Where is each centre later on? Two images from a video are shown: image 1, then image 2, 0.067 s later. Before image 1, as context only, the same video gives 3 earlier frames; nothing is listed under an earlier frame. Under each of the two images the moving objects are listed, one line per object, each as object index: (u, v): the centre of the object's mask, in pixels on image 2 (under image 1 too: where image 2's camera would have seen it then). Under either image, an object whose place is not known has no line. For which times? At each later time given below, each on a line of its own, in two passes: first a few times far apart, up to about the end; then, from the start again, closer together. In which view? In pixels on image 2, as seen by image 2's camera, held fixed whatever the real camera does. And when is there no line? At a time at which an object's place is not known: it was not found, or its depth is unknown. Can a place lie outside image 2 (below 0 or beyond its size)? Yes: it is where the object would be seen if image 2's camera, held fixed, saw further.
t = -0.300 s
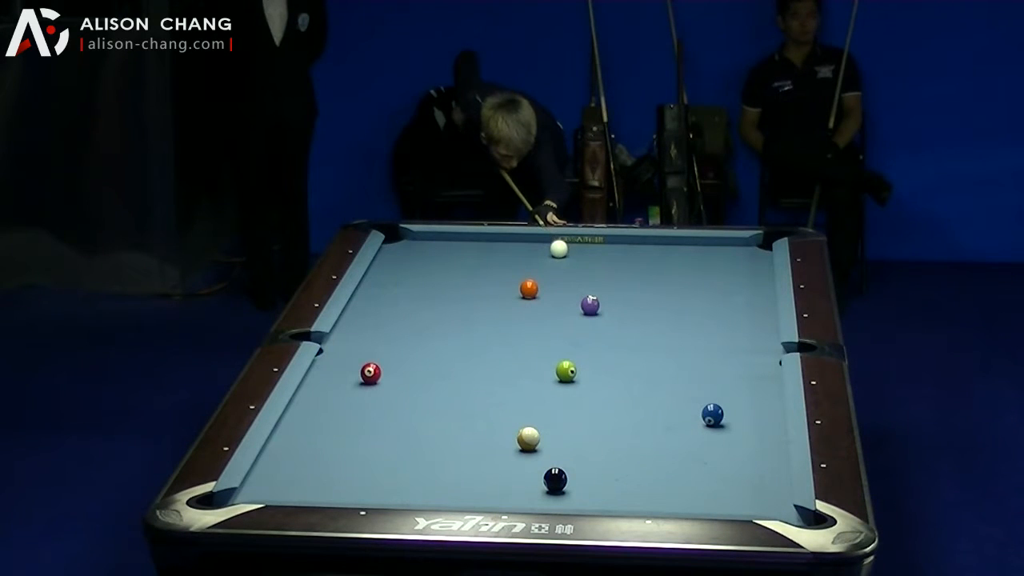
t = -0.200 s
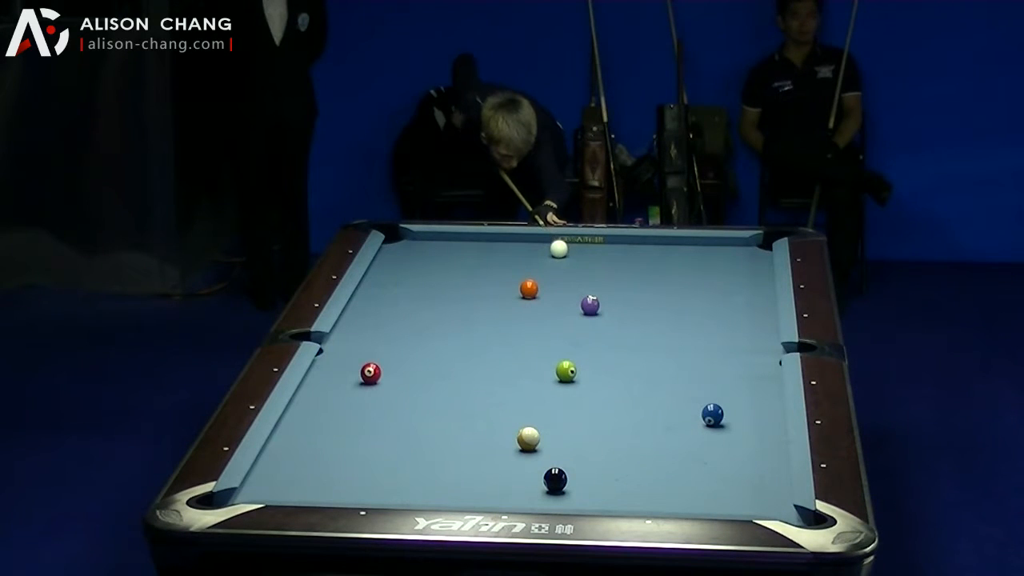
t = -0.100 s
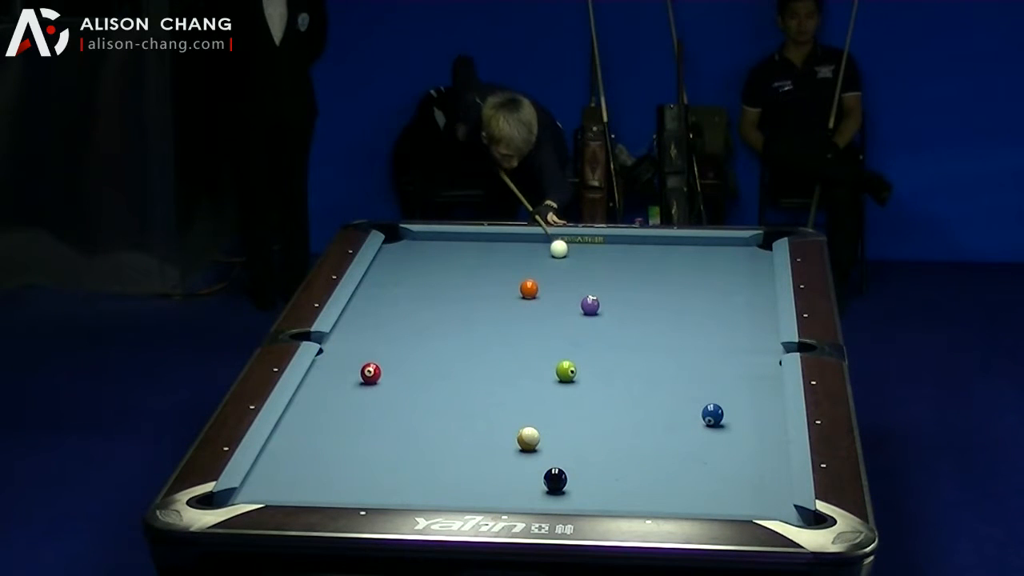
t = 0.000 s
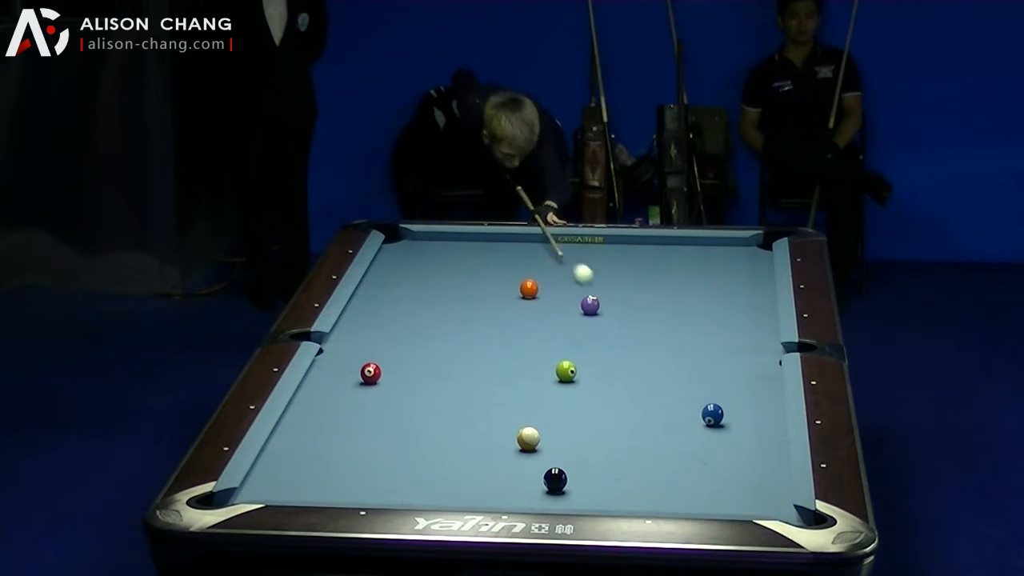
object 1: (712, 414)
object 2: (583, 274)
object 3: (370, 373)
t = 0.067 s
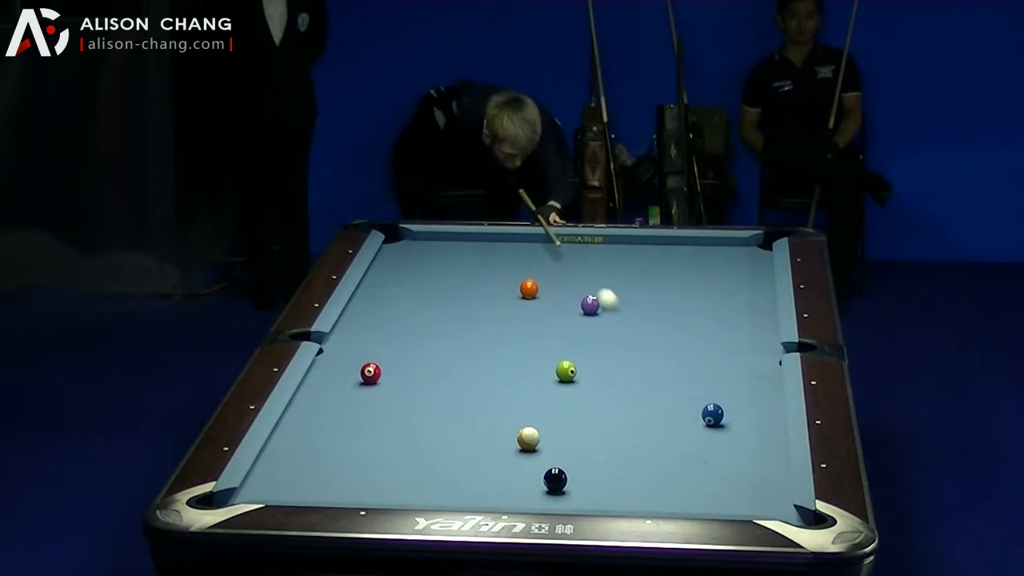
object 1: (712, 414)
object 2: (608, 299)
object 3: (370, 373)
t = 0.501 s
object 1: (778, 509)
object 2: (764, 414)
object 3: (370, 373)
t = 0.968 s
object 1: (590, 442)
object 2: (711, 449)
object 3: (370, 373)
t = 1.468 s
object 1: (432, 389)
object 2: (654, 500)
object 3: (370, 373)
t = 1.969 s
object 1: (385, 354)
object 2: (621, 485)
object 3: (341, 364)
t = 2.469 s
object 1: (372, 328)
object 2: (599, 458)
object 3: (407, 358)
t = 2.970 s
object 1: (361, 306)
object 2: (581, 436)
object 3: (464, 352)
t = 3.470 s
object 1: (371, 289)
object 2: (567, 418)
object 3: (515, 347)
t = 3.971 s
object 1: (389, 275)
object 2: (555, 404)
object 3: (558, 343)
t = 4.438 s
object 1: (402, 265)
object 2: (547, 392)
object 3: (593, 339)
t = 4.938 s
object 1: (414, 255)
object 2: (540, 383)
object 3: (623, 336)
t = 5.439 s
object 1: (424, 247)
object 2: (535, 376)
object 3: (648, 334)
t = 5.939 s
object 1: (433, 240)
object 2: (533, 372)
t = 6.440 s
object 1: (437, 237)
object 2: (531, 370)
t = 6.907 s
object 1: (437, 238)
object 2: (531, 369)
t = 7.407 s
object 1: (437, 238)
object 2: (531, 369)
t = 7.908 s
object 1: (437, 238)
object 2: (531, 369)
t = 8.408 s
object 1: (437, 238)
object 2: (531, 369)
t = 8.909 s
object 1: (437, 238)
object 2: (531, 369)
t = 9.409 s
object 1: (437, 238)
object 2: (531, 369)
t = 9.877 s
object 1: (437, 238)
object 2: (531, 369)
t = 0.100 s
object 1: (712, 414)
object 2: (620, 312)
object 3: (370, 373)
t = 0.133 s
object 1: (712, 414)
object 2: (633, 326)
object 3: (370, 373)
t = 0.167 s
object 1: (712, 414)
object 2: (647, 341)
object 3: (370, 373)
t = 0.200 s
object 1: (712, 414)
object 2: (661, 356)
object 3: (370, 373)
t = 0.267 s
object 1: (712, 414)
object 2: (692, 389)
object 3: (370, 373)
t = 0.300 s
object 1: (713, 416)
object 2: (707, 401)
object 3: (370, 373)
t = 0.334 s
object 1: (721, 432)
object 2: (718, 407)
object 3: (370, 373)
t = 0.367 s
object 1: (729, 451)
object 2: (727, 408)
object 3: (370, 373)
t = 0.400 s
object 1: (738, 471)
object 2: (736, 409)
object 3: (370, 373)
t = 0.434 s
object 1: (748, 491)
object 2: (745, 410)
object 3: (370, 373)
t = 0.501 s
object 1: (778, 509)
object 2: (764, 414)
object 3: (370, 373)
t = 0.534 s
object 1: (768, 503)
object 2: (773, 416)
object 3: (370, 373)
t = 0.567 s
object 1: (750, 497)
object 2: (768, 417)
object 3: (370, 373)
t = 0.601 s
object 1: (734, 491)
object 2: (761, 418)
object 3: (370, 373)
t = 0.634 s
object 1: (717, 485)
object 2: (754, 420)
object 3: (370, 373)
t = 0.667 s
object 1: (702, 480)
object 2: (748, 422)
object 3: (370, 373)
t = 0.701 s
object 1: (688, 475)
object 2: (742, 424)
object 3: (370, 373)
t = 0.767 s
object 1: (663, 466)
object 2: (733, 429)
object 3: (370, 373)
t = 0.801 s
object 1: (650, 462)
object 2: (729, 432)
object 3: (370, 373)
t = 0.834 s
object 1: (638, 458)
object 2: (725, 436)
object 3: (370, 373)
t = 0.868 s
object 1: (626, 454)
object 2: (722, 439)
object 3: (370, 373)
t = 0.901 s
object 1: (614, 450)
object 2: (718, 442)
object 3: (370, 373)
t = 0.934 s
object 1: (602, 446)
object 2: (715, 446)
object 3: (370, 373)
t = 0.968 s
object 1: (590, 442)
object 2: (711, 449)
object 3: (370, 373)
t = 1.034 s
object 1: (567, 434)
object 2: (703, 456)
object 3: (370, 373)
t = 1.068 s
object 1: (556, 430)
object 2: (700, 459)
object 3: (370, 373)
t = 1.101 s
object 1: (546, 426)
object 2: (696, 463)
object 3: (370, 373)
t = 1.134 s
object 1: (535, 421)
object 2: (692, 466)
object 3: (370, 373)
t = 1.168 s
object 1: (523, 418)
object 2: (689, 470)
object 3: (370, 373)
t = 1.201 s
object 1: (513, 416)
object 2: (685, 473)
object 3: (370, 373)
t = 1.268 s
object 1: (492, 409)
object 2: (677, 480)
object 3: (370, 373)
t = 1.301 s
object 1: (481, 405)
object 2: (674, 484)
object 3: (370, 373)
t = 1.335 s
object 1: (471, 402)
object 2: (670, 488)
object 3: (370, 373)
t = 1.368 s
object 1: (461, 399)
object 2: (666, 491)
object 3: (370, 373)
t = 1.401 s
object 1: (451, 395)
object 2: (662, 494)
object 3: (370, 373)
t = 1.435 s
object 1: (441, 392)
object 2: (658, 498)
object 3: (370, 373)
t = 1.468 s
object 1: (432, 389)
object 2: (654, 500)
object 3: (370, 373)
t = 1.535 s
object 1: (413, 382)
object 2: (646, 504)
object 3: (370, 373)
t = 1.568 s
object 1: (403, 379)
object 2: (642, 505)
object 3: (370, 373)
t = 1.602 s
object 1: (394, 376)
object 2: (641, 503)
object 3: (370, 373)
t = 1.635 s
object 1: (391, 374)
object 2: (639, 502)
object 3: (364, 372)
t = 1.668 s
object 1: (392, 372)
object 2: (637, 501)
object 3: (355, 371)
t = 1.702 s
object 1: (392, 370)
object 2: (635, 500)
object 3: (345, 369)
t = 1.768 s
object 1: (390, 366)
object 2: (632, 497)
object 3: (330, 368)
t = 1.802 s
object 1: (389, 364)
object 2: (630, 496)
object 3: (322, 367)
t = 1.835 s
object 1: (388, 362)
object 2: (628, 493)
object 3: (321, 367)
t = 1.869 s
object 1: (387, 360)
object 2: (627, 491)
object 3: (327, 366)
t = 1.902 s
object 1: (386, 358)
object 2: (625, 489)
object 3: (332, 365)
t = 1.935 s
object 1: (385, 356)
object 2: (623, 487)
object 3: (337, 365)
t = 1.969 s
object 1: (385, 354)
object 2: (621, 485)
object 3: (341, 364)
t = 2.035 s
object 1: (383, 350)
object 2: (618, 481)
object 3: (350, 364)
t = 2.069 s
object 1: (382, 349)
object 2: (617, 479)
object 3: (355, 363)
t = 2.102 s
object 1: (381, 347)
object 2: (615, 478)
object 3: (359, 362)
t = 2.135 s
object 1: (380, 345)
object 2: (614, 476)
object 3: (364, 362)
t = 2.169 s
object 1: (379, 343)
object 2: (612, 474)
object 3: (369, 362)
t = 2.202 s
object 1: (379, 341)
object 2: (611, 472)
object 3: (373, 361)
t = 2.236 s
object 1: (378, 340)
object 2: (609, 470)
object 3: (377, 361)
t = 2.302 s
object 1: (376, 336)
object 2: (606, 467)
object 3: (386, 360)
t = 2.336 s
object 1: (375, 335)
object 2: (605, 465)
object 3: (390, 360)
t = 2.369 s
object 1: (374, 333)
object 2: (603, 463)
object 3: (394, 359)
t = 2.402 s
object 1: (373, 332)
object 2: (602, 462)
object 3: (398, 359)
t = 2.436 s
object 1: (373, 330)
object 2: (601, 460)
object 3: (402, 358)
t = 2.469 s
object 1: (372, 328)
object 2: (599, 458)
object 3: (407, 358)
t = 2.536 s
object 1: (370, 325)
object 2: (597, 455)
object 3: (415, 357)
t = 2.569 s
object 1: (369, 323)
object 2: (596, 454)
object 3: (419, 357)
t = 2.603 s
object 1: (369, 322)
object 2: (594, 452)
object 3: (423, 356)
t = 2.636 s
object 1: (368, 320)
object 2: (593, 451)
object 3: (427, 356)
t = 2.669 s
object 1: (367, 319)
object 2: (592, 449)
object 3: (431, 355)
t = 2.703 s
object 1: (367, 317)
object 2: (591, 448)
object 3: (434, 355)
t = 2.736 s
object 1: (366, 316)
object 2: (589, 446)
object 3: (438, 354)
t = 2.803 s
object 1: (364, 313)
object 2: (587, 443)
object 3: (446, 353)
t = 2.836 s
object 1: (364, 311)
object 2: (586, 442)
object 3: (450, 353)
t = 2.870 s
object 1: (363, 310)
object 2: (585, 440)
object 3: (454, 353)
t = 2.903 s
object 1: (363, 308)
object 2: (584, 439)
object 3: (457, 352)
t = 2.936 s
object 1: (362, 307)
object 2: (583, 438)
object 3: (461, 352)
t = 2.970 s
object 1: (361, 306)
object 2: (581, 436)
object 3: (464, 352)
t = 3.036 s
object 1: (360, 303)
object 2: (579, 434)
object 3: (472, 351)
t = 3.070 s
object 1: (359, 302)
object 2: (578, 433)
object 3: (475, 351)
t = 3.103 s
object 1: (359, 301)
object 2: (577, 431)
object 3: (478, 350)
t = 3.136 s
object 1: (359, 300)
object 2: (576, 430)
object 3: (482, 350)
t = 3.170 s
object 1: (360, 298)
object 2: (575, 429)
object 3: (486, 349)
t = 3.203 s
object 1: (361, 297)
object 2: (574, 427)
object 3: (489, 349)
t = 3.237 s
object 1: (362, 296)
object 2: (573, 426)
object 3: (492, 349)
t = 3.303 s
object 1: (365, 294)
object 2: (572, 424)
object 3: (499, 349)
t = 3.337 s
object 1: (366, 293)
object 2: (570, 423)
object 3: (502, 348)
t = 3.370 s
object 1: (367, 291)
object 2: (570, 422)
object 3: (505, 347)
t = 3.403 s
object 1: (368, 291)
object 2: (569, 421)
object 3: (509, 347)
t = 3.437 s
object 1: (370, 290)
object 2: (568, 419)
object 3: (511, 347)
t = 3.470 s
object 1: (371, 289)
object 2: (567, 418)
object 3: (515, 347)
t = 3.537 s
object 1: (374, 287)
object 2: (565, 416)
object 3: (521, 346)
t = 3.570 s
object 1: (375, 286)
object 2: (564, 415)
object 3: (524, 346)
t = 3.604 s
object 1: (376, 285)
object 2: (564, 414)
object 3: (527, 346)
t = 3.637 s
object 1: (377, 284)
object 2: (563, 413)
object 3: (530, 345)
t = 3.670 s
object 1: (379, 283)
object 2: (562, 412)
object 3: (533, 345)
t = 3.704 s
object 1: (380, 282)
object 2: (561, 411)
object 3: (536, 345)
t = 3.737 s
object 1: (381, 281)
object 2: (560, 410)
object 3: (539, 344)
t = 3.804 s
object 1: (383, 280)
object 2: (559, 408)
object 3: (544, 344)
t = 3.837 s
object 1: (384, 279)
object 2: (558, 407)
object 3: (547, 343)
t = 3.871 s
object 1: (385, 278)
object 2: (557, 406)
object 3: (550, 343)
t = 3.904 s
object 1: (386, 277)
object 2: (557, 405)
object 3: (553, 343)
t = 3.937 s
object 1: (388, 276)
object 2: (556, 404)
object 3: (555, 343)
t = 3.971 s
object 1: (389, 275)
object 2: (555, 404)
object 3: (558, 343)
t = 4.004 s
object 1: (389, 275)
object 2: (555, 403)
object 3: (561, 342)
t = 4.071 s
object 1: (392, 273)
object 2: (553, 401)
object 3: (566, 342)
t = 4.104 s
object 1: (392, 272)
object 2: (553, 400)
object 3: (569, 341)
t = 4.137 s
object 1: (394, 272)
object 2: (552, 399)
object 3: (571, 341)
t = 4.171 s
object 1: (395, 271)
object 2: (551, 398)
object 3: (574, 341)
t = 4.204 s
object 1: (396, 270)
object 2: (551, 398)
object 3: (576, 341)
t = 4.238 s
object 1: (397, 269)
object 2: (550, 397)
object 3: (578, 340)
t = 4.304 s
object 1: (399, 268)
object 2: (549, 395)
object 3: (583, 340)
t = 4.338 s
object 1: (400, 267)
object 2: (548, 395)
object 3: (586, 340)
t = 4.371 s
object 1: (400, 266)
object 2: (548, 394)
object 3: (588, 340)
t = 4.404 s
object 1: (401, 265)
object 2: (547, 393)
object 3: (591, 339)
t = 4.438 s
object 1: (402, 265)
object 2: (547, 392)
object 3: (593, 339)
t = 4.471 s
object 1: (403, 264)
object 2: (546, 392)
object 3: (595, 339)
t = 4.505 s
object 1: (404, 264)
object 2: (546, 391)
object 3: (597, 339)
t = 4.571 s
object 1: (406, 262)
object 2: (545, 390)
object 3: (601, 338)
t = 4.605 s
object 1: (407, 262)
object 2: (544, 389)
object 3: (603, 338)
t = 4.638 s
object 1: (407, 261)
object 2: (544, 388)
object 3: (606, 338)
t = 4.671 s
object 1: (408, 260)
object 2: (543, 388)
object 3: (608, 338)
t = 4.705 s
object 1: (409, 259)
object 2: (543, 387)
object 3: (610, 337)
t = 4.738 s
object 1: (410, 259)
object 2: (542, 387)
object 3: (612, 337)
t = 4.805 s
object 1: (411, 257)
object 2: (541, 386)
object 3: (616, 337)
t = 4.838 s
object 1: (412, 257)
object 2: (541, 385)
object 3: (618, 337)
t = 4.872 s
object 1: (413, 256)
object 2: (541, 384)
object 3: (620, 337)
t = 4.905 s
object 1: (414, 256)
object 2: (540, 384)
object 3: (622, 336)
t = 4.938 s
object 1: (414, 255)
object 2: (540, 383)
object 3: (623, 336)
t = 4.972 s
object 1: (415, 255)
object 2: (539, 383)
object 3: (625, 336)
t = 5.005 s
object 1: (416, 254)
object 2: (539, 382)
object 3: (627, 336)
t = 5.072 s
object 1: (417, 253)
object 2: (538, 381)
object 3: (630, 335)
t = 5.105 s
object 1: (418, 252)
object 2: (538, 381)
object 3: (632, 335)
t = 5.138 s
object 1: (419, 252)
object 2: (538, 380)
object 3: (634, 335)
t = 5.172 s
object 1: (419, 251)
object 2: (537, 380)
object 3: (636, 335)
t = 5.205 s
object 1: (420, 250)
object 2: (537, 379)
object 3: (637, 335)
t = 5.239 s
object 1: (421, 250)
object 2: (537, 379)
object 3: (639, 335)
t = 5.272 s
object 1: (421, 250)
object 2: (536, 378)
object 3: (640, 335)
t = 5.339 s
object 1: (423, 248)
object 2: (536, 378)
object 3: (643, 334)
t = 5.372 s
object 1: (423, 248)
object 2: (536, 377)
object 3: (645, 334)
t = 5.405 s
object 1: (424, 247)
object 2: (535, 377)
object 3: (646, 334)
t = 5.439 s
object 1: (424, 247)
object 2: (535, 376)
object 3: (648, 334)
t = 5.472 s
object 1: (425, 246)
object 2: (535, 376)
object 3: (650, 334)
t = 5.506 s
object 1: (426, 246)
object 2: (535, 375)
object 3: (651, 333)
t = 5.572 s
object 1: (427, 245)
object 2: (534, 375)
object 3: (654, 333)
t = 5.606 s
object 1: (427, 245)
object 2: (534, 375)
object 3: (655, 333)
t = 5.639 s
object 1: (428, 244)
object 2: (534, 374)
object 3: (656, 333)
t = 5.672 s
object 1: (428, 243)
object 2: (534, 374)
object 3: (657, 333)
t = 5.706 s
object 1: (429, 243)
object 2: (534, 374)
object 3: (659, 333)
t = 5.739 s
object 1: (429, 242)
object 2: (534, 373)
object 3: (660, 333)
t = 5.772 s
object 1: (430, 241)
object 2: (533, 373)
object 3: (661, 333)
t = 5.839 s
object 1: (431, 241)
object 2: (533, 373)
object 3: (663, 332)
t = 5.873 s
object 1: (432, 241)
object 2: (533, 372)
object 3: (665, 332)
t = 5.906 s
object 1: (432, 241)
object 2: (533, 372)
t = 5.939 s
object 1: (433, 240)
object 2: (533, 372)
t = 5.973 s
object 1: (433, 240)
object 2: (533, 372)
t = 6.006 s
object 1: (434, 239)
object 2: (532, 371)
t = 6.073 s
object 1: (434, 239)
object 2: (532, 371)
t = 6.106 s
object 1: (435, 238)
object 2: (532, 371)
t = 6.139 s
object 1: (435, 238)
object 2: (532, 371)
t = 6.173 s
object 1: (435, 237)
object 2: (532, 370)
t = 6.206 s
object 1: (436, 237)
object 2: (532, 370)
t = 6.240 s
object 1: (437, 237)
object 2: (532, 370)
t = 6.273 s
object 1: (437, 237)
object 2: (532, 370)
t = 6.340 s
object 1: (437, 237)
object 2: (531, 370)
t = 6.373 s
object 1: (437, 237)
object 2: (531, 370)
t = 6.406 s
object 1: (437, 237)
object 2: (531, 370)
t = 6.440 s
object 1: (437, 237)
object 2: (531, 370)
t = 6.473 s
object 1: (437, 237)
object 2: (531, 370)
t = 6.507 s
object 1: (437, 237)
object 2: (531, 370)
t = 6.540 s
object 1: (437, 237)
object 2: (531, 370)
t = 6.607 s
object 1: (437, 237)
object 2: (531, 369)
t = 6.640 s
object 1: (437, 238)
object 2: (531, 369)
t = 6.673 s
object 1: (437, 238)
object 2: (531, 369)
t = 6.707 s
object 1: (437, 238)
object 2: (531, 369)
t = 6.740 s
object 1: (437, 238)
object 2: (531, 369)
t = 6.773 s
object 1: (437, 238)
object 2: (531, 369)
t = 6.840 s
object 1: (437, 238)
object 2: (531, 369)
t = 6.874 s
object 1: (437, 238)
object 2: (531, 369)
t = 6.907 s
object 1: (437, 238)
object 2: (531, 369)
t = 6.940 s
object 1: (437, 238)
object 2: (531, 369)
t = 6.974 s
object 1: (437, 238)
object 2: (531, 369)
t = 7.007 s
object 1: (437, 238)
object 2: (531, 369)
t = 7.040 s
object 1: (437, 238)
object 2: (531, 369)
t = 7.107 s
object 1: (437, 238)
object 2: (531, 369)
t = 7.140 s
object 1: (438, 238)
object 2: (531, 369)
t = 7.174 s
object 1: (437, 238)
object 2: (531, 369)
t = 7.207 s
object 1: (438, 238)
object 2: (531, 369)
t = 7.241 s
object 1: (438, 238)
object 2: (531, 369)
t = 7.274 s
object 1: (438, 238)
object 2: (531, 369)
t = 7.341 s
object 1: (437, 238)
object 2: (531, 369)
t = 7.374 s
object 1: (437, 238)
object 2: (531, 369)
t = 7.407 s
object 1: (437, 238)
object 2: (531, 369)
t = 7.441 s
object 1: (437, 238)
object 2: (531, 369)
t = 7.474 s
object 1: (437, 238)
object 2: (531, 369)
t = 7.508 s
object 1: (437, 238)
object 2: (531, 369)
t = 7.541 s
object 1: (437, 238)
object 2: (531, 369)
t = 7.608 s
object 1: (437, 238)
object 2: (531, 369)
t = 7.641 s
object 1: (437, 238)
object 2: (531, 369)
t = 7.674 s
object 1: (437, 238)
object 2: (531, 369)
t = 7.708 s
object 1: (437, 238)
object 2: (531, 369)
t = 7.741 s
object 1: (437, 238)
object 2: (531, 369)
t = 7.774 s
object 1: (437, 238)
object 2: (531, 369)
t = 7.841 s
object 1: (437, 238)
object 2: (531, 369)
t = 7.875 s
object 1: (437, 238)
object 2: (531, 369)
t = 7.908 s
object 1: (437, 238)
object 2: (531, 369)
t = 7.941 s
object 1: (437, 238)
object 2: (531, 369)
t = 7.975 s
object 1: (437, 238)
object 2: (531, 369)
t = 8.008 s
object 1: (437, 238)
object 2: (531, 369)
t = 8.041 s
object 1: (437, 238)
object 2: (531, 369)
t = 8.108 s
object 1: (437, 238)
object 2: (531, 369)
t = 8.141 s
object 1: (437, 238)
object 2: (531, 369)
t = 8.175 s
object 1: (437, 238)
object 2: (531, 369)
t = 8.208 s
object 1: (437, 238)
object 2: (531, 369)
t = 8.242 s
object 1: (437, 238)
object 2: (531, 369)
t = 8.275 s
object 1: (437, 238)
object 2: (531, 369)
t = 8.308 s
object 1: (437, 238)
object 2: (531, 369)
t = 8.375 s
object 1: (437, 238)
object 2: (531, 369)
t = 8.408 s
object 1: (437, 238)
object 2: (531, 369)
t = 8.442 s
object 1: (437, 238)
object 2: (531, 369)
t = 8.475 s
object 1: (437, 238)
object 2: (531, 369)
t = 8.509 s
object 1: (437, 238)
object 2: (531, 369)
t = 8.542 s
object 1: (437, 238)
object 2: (531, 369)
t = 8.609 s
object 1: (437, 238)
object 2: (531, 369)
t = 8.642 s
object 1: (437, 238)
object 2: (531, 369)
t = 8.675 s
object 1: (437, 238)
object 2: (531, 369)
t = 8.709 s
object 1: (437, 238)
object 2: (531, 369)
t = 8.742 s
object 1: (437, 238)
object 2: (531, 369)
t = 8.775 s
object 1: (437, 238)
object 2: (531, 369)
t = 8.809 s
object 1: (437, 238)
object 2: (531, 369)
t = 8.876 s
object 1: (437, 238)
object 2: (531, 369)
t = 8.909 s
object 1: (437, 238)
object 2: (531, 369)
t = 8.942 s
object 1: (437, 238)
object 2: (531, 369)
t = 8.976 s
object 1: (437, 238)
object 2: (531, 369)
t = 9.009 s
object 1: (437, 238)
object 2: (531, 369)
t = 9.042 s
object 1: (437, 238)
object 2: (531, 369)
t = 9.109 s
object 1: (437, 238)
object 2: (531, 369)
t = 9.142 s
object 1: (437, 238)
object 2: (531, 369)
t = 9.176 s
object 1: (437, 238)
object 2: (531, 369)
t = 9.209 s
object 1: (437, 238)
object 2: (531, 369)
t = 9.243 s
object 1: (437, 238)
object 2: (531, 369)
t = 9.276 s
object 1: (437, 238)
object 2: (531, 369)
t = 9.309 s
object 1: (437, 238)
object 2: (531, 369)
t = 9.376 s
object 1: (437, 238)
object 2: (531, 369)
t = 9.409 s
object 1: (437, 238)
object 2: (531, 369)
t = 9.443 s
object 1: (437, 238)
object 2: (531, 369)
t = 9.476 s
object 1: (437, 238)
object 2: (531, 369)
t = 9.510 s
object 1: (437, 238)
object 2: (531, 369)
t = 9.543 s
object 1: (437, 238)
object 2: (531, 369)
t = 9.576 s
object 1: (437, 238)
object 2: (531, 369)
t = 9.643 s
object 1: (437, 238)
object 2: (531, 369)
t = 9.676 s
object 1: (437, 238)
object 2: (531, 369)
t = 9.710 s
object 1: (437, 238)
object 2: (531, 369)
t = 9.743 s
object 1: (438, 238)
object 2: (531, 369)
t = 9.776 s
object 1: (437, 238)
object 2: (531, 369)
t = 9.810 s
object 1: (437, 238)
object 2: (531, 369)
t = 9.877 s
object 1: (437, 238)
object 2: (531, 369)
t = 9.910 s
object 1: (437, 238)
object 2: (531, 369)
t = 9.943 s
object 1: (437, 238)
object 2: (531, 369)
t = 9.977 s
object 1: (437, 238)
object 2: (531, 369)
